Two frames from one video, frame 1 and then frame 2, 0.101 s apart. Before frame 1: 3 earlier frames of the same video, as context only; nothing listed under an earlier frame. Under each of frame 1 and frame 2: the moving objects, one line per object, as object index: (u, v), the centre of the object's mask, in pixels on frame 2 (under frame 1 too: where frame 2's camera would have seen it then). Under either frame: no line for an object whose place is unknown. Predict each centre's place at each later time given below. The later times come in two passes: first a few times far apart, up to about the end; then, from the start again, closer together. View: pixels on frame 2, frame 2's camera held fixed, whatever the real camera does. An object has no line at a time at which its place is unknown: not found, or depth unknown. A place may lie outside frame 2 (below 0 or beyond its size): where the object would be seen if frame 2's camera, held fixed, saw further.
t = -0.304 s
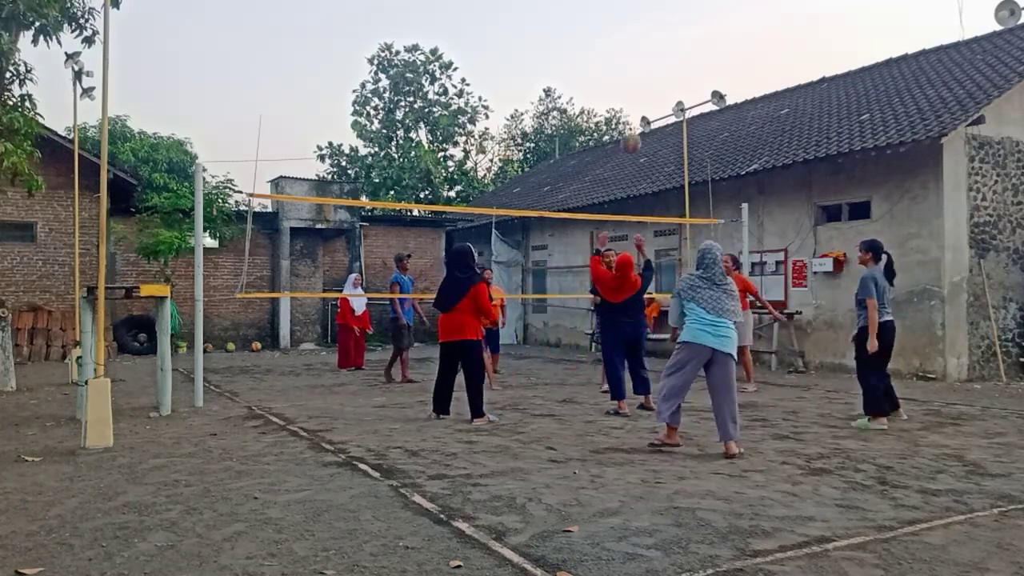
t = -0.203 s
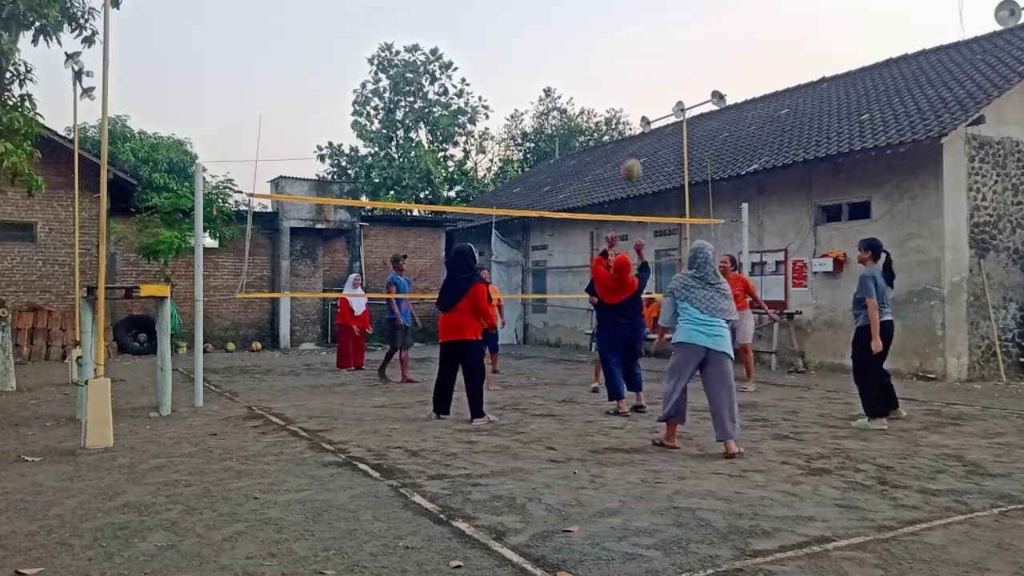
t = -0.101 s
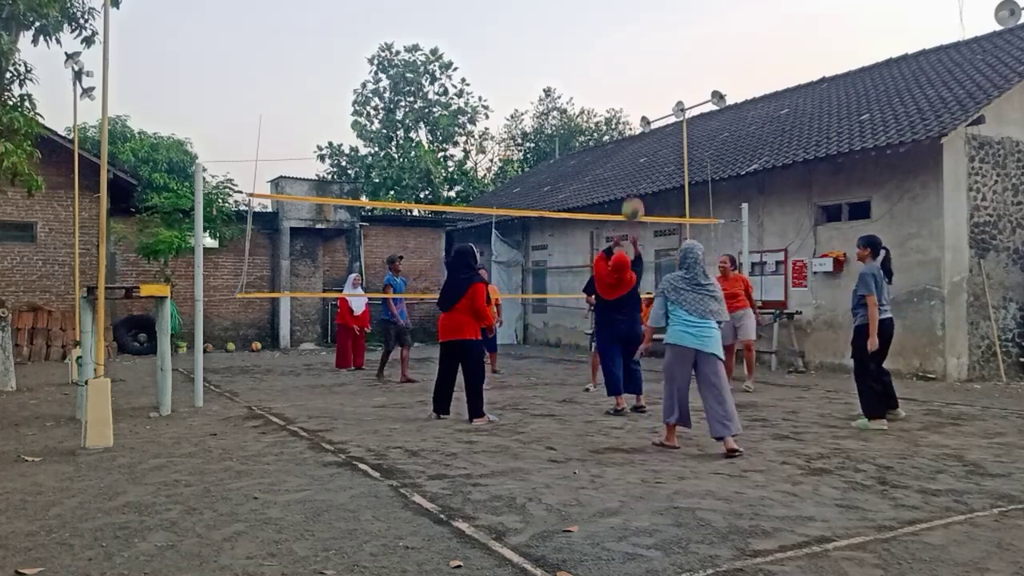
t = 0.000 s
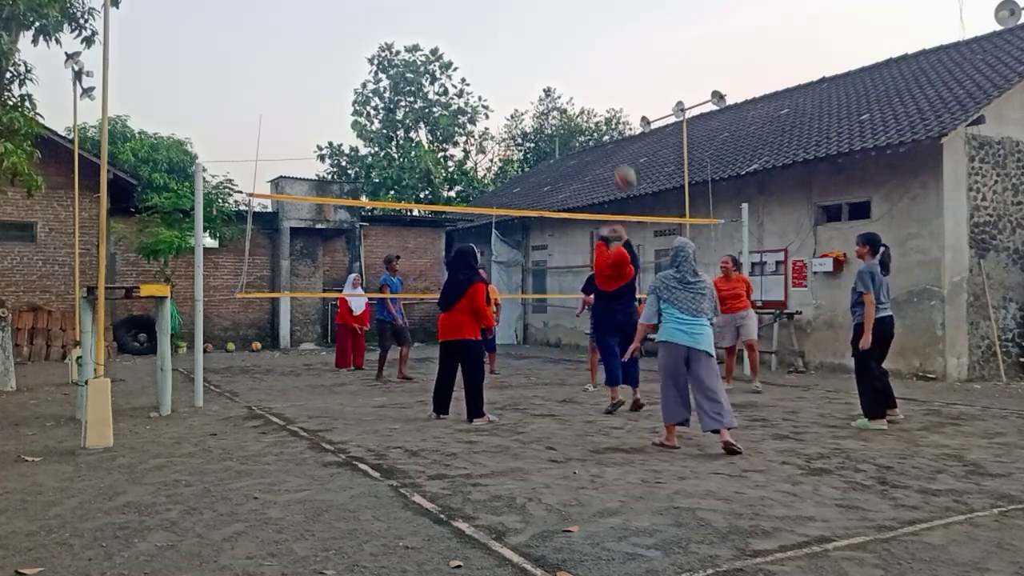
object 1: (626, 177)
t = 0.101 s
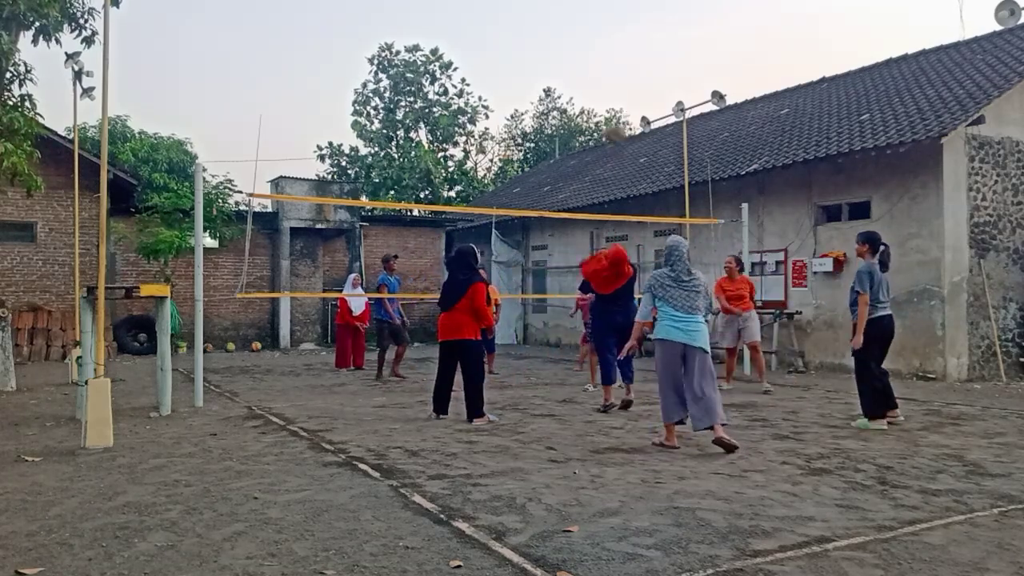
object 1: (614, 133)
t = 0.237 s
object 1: (603, 85)
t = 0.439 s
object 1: (589, 56)
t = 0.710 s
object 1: (573, 74)
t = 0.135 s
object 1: (611, 120)
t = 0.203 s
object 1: (606, 95)
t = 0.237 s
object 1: (603, 85)
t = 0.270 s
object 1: (601, 79)
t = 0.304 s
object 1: (598, 72)
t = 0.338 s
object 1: (595, 67)
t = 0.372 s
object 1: (593, 63)
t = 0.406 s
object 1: (591, 59)
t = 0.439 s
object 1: (589, 56)
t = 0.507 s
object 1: (585, 55)
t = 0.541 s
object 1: (582, 56)
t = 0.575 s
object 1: (580, 58)
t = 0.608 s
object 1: (578, 60)
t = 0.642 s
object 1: (576, 64)
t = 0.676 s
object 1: (575, 68)
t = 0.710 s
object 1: (573, 74)
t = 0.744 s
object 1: (571, 80)
